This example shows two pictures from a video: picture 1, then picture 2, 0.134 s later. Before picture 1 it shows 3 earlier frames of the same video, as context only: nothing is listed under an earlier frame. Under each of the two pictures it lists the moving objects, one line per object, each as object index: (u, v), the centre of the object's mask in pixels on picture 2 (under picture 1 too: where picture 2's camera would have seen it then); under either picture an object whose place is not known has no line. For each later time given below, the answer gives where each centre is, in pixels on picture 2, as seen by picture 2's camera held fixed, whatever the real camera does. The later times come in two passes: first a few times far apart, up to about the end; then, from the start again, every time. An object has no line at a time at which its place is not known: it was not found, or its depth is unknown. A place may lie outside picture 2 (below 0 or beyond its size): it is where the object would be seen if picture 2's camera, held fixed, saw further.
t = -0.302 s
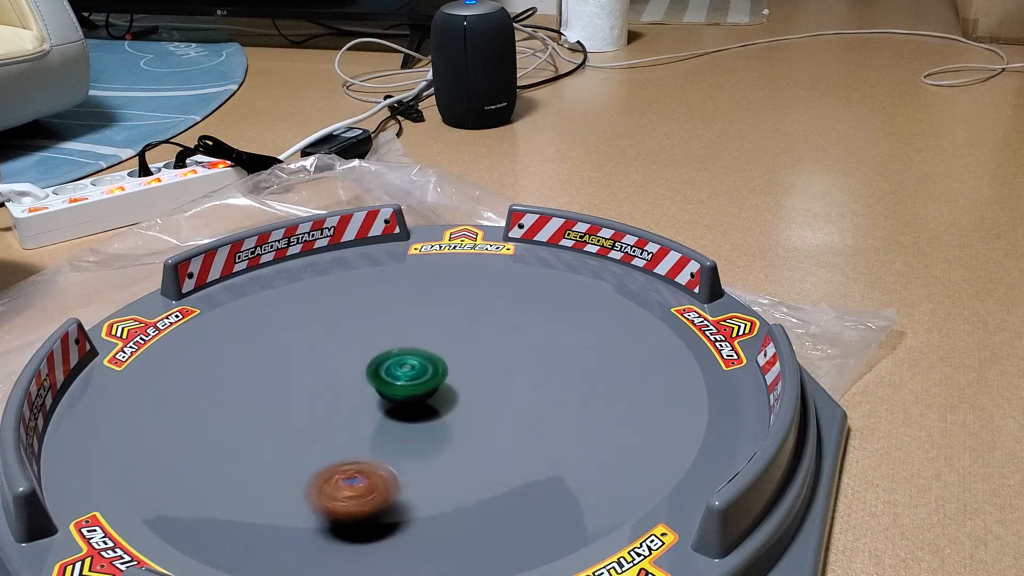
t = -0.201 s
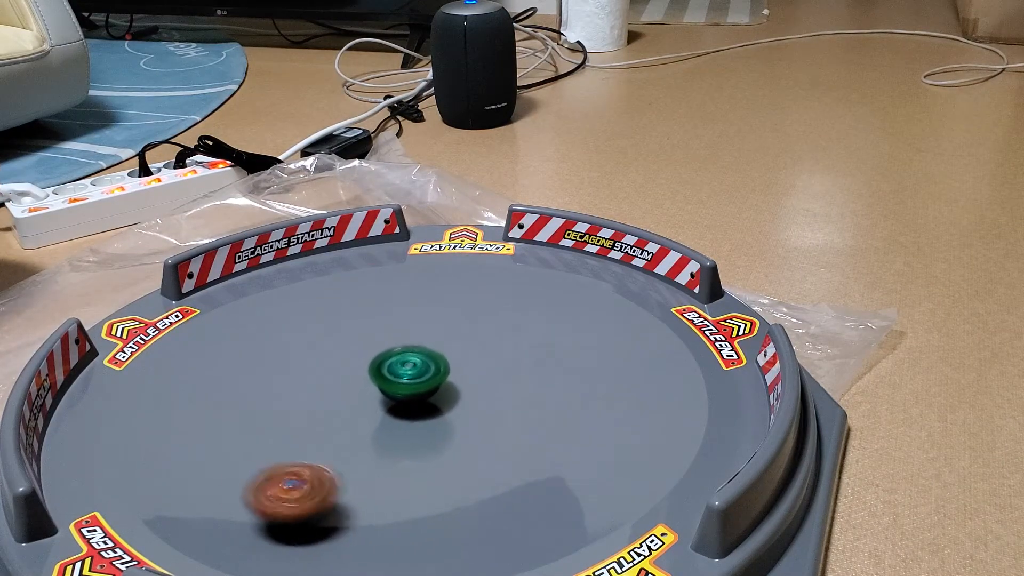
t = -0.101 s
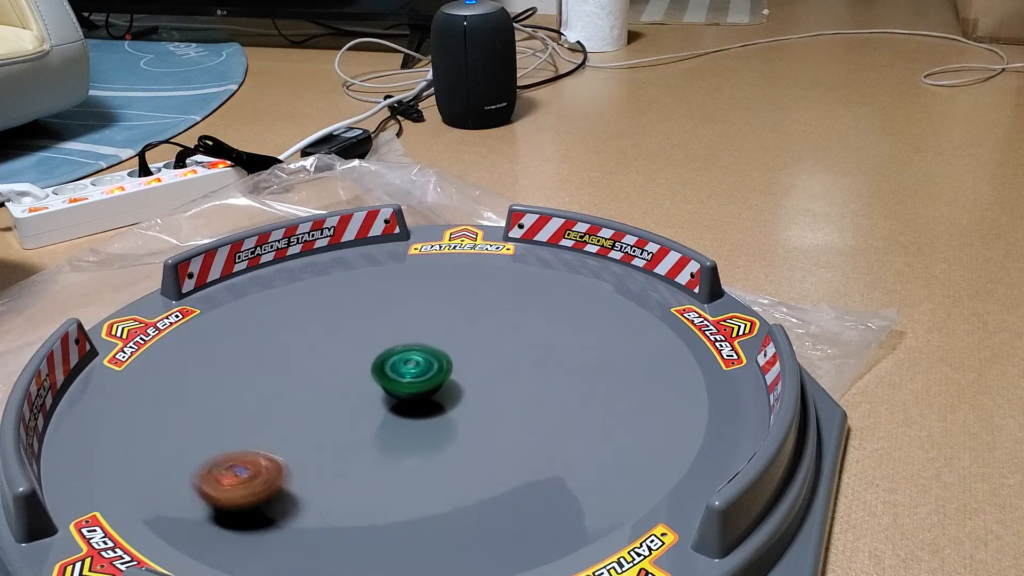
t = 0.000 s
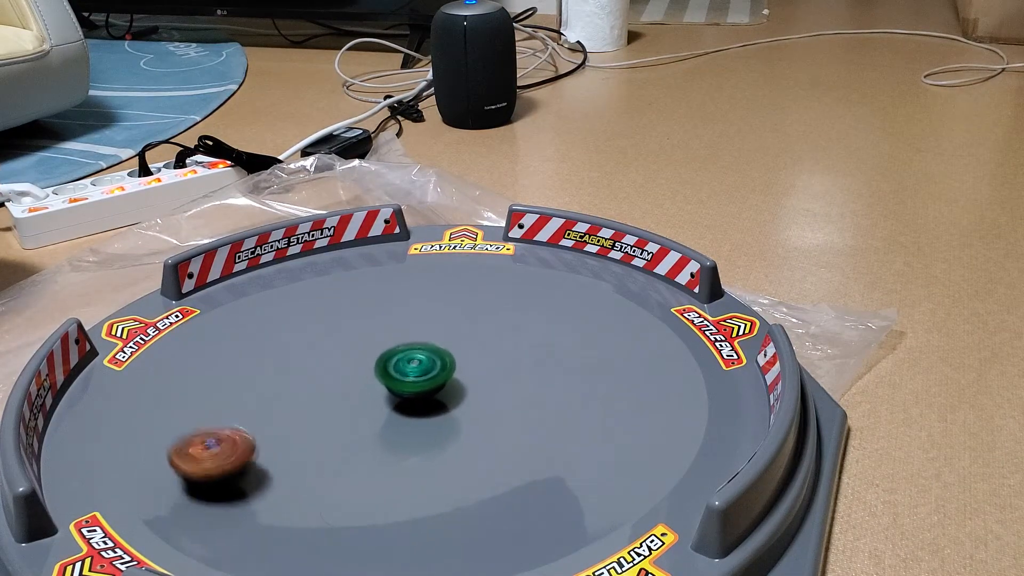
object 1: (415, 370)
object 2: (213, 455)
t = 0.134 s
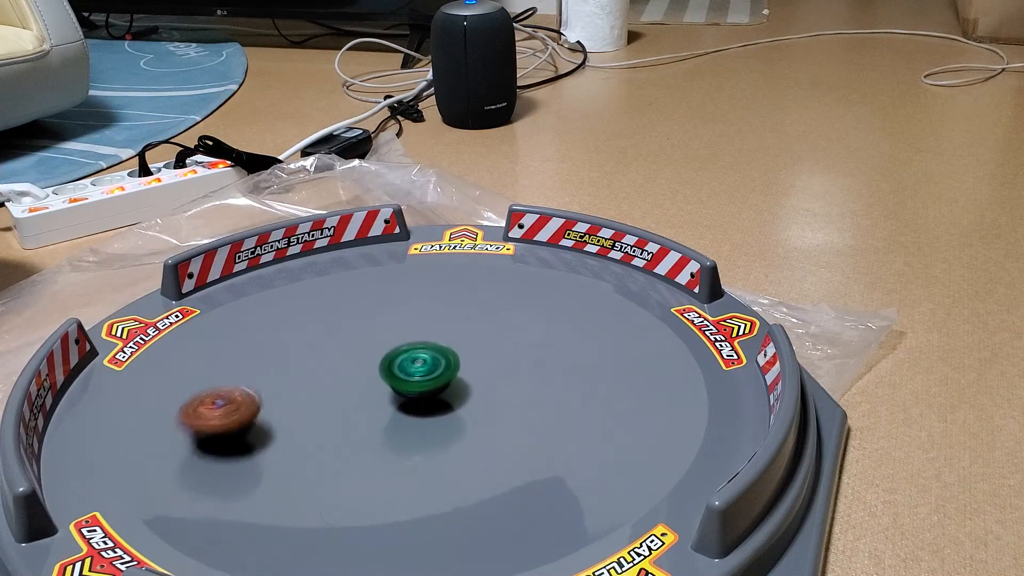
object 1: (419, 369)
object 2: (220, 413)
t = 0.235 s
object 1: (423, 369)
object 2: (252, 385)
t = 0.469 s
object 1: (430, 372)
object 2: (356, 339)
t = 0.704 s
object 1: (431, 377)
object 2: (462, 315)
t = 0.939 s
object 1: (427, 384)
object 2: (560, 311)
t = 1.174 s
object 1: (419, 387)
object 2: (627, 345)
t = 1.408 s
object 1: (409, 386)
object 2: (581, 409)
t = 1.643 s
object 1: (404, 382)
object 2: (450, 437)
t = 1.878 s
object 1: (406, 377)
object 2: (329, 426)
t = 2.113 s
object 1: (412, 374)
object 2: (248, 388)
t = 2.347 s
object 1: (420, 374)
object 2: (249, 335)
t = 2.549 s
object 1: (427, 376)
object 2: (327, 308)
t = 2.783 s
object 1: (432, 382)
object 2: (431, 319)
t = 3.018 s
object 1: (430, 387)
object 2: (507, 356)
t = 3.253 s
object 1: (425, 390)
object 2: (555, 404)
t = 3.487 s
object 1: (418, 389)
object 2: (545, 461)
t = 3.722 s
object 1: (415, 386)
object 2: (434, 489)
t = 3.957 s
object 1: (417, 382)
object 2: (357, 440)
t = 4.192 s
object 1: (440, 374)
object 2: (327, 384)
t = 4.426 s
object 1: (457, 372)
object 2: (330, 331)
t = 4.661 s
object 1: (466, 378)
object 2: (398, 296)
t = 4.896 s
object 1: (461, 386)
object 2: (479, 313)
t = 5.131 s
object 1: (437, 392)
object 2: (511, 361)
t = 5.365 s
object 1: (406, 394)
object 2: (525, 405)
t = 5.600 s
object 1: (396, 382)
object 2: (455, 437)
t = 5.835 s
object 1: (406, 366)
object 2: (373, 415)
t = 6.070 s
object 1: (454, 336)
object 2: (286, 421)
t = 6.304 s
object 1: (484, 338)
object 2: (254, 395)
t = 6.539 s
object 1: (495, 356)
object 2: (310, 371)
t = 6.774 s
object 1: (477, 376)
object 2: (398, 372)
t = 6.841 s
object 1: (498, 383)
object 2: (389, 372)
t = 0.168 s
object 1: (421, 369)
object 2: (229, 402)
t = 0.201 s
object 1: (422, 369)
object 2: (240, 393)
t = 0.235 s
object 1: (423, 369)
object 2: (252, 385)
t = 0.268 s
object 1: (424, 369)
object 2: (265, 377)
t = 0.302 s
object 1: (425, 370)
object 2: (279, 368)
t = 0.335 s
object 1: (426, 370)
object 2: (295, 361)
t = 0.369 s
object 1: (427, 370)
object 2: (309, 355)
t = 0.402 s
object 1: (428, 371)
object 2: (325, 349)
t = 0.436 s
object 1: (429, 371)
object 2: (340, 344)
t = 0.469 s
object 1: (430, 372)
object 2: (356, 339)
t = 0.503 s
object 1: (431, 373)
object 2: (372, 333)
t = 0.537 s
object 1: (431, 374)
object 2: (387, 329)
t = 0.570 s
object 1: (431, 374)
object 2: (402, 325)
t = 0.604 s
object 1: (431, 375)
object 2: (417, 322)
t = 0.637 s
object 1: (431, 376)
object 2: (432, 319)
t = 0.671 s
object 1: (432, 376)
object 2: (447, 316)
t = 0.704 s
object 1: (431, 377)
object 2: (462, 315)
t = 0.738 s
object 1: (431, 379)
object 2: (477, 314)
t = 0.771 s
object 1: (431, 379)
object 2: (490, 312)
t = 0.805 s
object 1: (430, 380)
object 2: (505, 311)
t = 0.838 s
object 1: (430, 381)
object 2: (519, 310)
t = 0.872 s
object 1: (429, 382)
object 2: (534, 310)
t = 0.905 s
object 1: (428, 383)
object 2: (547, 310)
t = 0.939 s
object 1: (427, 384)
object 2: (560, 311)
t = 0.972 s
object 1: (426, 385)
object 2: (573, 314)
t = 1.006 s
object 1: (425, 385)
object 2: (585, 316)
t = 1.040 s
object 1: (424, 386)
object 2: (597, 320)
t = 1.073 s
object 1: (423, 386)
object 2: (606, 324)
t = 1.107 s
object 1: (421, 386)
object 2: (615, 331)
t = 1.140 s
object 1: (420, 387)
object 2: (621, 337)
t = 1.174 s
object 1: (419, 387)
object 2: (627, 345)
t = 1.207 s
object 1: (417, 387)
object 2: (628, 354)
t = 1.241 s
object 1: (416, 387)
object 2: (628, 363)
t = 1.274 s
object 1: (415, 387)
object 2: (624, 373)
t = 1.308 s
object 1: (413, 387)
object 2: (617, 382)
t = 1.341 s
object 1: (412, 387)
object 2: (608, 393)
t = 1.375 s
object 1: (410, 387)
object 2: (595, 402)
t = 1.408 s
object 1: (409, 386)
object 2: (581, 409)
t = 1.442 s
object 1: (408, 386)
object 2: (564, 416)
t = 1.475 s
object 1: (407, 386)
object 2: (548, 422)
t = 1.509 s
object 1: (406, 385)
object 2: (528, 427)
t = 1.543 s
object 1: (405, 384)
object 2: (510, 432)
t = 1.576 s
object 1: (405, 384)
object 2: (490, 434)
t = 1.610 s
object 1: (404, 383)
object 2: (471, 436)
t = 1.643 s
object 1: (404, 382)
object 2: (450, 437)
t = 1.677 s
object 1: (403, 381)
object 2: (431, 437)
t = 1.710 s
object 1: (404, 380)
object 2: (414, 437)
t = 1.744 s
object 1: (404, 379)
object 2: (396, 437)
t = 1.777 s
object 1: (404, 378)
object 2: (378, 435)
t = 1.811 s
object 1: (405, 378)
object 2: (360, 433)
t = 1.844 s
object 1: (405, 377)
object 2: (345, 429)
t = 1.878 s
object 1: (406, 377)
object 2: (329, 426)
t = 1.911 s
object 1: (407, 376)
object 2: (315, 422)
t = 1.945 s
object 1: (407, 376)
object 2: (301, 418)
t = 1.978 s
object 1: (408, 376)
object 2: (289, 413)
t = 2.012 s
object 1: (409, 375)
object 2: (276, 407)
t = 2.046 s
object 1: (410, 375)
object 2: (266, 402)
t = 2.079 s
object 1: (411, 374)
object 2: (256, 396)
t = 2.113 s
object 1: (412, 374)
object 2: (248, 388)
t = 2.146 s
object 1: (413, 374)
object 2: (242, 381)
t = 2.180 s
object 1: (415, 374)
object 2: (238, 373)
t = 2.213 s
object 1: (416, 374)
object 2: (236, 366)
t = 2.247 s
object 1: (417, 374)
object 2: (236, 357)
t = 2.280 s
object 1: (418, 374)
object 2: (238, 350)
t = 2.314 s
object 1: (419, 374)
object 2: (241, 342)
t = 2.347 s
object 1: (420, 374)
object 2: (249, 335)
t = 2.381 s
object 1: (422, 375)
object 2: (258, 327)
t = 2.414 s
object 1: (423, 375)
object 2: (268, 322)
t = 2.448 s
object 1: (424, 375)
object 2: (281, 316)
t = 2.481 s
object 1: (425, 376)
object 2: (295, 312)
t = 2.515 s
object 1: (426, 376)
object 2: (310, 309)
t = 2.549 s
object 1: (427, 376)
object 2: (327, 308)
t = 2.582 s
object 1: (428, 377)
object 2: (343, 307)
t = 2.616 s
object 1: (429, 378)
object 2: (358, 307)
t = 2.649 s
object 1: (430, 379)
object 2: (374, 308)
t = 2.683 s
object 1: (431, 380)
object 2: (390, 310)
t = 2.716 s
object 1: (431, 381)
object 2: (404, 313)
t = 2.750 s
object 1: (431, 381)
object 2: (417, 315)
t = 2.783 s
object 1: (432, 382)
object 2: (431, 319)
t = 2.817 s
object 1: (432, 383)
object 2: (443, 323)
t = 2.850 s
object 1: (432, 384)
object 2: (456, 328)
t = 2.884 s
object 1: (431, 383)
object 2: (467, 333)
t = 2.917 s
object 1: (432, 385)
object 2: (478, 339)
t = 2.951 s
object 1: (431, 386)
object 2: (488, 345)
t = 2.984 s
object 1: (431, 386)
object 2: (498, 350)
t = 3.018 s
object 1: (430, 387)
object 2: (507, 356)
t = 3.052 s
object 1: (430, 387)
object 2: (516, 362)
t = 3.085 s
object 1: (429, 388)
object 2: (524, 368)
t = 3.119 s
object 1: (428, 389)
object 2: (531, 376)
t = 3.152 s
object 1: (427, 389)
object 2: (538, 382)
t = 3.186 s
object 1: (426, 389)
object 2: (545, 389)
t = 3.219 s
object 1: (426, 389)
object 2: (550, 396)
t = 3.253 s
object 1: (425, 390)
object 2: (555, 404)
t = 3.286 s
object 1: (424, 390)
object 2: (558, 410)
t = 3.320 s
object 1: (423, 390)
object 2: (561, 418)
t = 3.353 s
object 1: (422, 390)
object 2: (562, 427)
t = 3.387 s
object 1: (421, 390)
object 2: (561, 435)
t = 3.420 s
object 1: (420, 390)
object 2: (558, 444)
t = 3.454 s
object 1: (419, 389)
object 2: (553, 453)
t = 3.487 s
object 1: (418, 389)
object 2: (545, 461)
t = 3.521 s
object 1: (418, 389)
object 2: (535, 469)
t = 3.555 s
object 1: (417, 389)
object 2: (524, 475)
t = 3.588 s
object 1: (416, 388)
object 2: (507, 482)
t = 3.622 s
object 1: (416, 388)
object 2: (491, 486)
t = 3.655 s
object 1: (416, 387)
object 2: (471, 490)
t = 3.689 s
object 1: (415, 387)
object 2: (452, 490)
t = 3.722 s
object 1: (415, 386)
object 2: (434, 489)
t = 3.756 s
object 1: (415, 386)
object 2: (415, 486)
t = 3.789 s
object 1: (415, 385)
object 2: (401, 482)
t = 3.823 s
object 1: (416, 385)
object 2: (387, 475)
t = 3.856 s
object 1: (416, 384)
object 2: (377, 467)
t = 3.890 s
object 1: (416, 384)
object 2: (368, 459)
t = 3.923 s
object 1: (417, 383)
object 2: (362, 449)
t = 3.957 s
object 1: (417, 382)
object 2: (357, 440)
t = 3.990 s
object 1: (418, 382)
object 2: (354, 431)
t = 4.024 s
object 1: (419, 381)
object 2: (351, 422)
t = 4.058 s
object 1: (420, 381)
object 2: (350, 413)
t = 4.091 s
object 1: (426, 378)
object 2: (344, 406)
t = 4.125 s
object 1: (433, 376)
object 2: (337, 399)
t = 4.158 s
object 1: (437, 375)
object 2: (332, 392)
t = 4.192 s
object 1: (440, 374)
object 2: (327, 384)
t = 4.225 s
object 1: (443, 373)
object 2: (323, 377)
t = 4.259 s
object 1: (445, 372)
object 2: (321, 369)
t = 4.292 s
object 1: (448, 372)
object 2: (320, 361)
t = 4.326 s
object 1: (450, 372)
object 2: (320, 353)
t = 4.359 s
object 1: (453, 372)
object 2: (322, 345)
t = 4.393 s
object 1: (455, 372)
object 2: (325, 338)
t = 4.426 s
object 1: (457, 372)
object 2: (330, 331)
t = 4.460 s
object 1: (459, 373)
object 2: (336, 324)
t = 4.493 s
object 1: (461, 373)
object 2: (344, 318)
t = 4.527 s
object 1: (462, 374)
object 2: (352, 312)
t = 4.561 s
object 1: (463, 375)
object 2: (362, 306)
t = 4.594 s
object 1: (464, 376)
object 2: (373, 302)
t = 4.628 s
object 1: (465, 377)
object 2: (385, 298)
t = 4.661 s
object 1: (466, 378)
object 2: (398, 296)
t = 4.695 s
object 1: (466, 379)
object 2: (411, 296)
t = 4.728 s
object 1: (466, 380)
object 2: (424, 296)
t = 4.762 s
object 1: (466, 381)
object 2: (436, 298)
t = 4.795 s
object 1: (465, 382)
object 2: (449, 300)
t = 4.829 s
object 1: (464, 384)
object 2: (459, 303)
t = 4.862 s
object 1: (463, 385)
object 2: (470, 308)
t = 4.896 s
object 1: (461, 386)
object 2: (479, 313)
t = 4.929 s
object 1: (459, 386)
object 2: (486, 320)
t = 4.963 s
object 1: (457, 387)
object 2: (492, 326)
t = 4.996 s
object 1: (455, 388)
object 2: (496, 333)
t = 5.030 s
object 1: (453, 388)
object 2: (500, 341)
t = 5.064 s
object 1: (450, 388)
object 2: (502, 348)
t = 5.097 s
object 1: (447, 389)
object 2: (504, 355)
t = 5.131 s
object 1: (437, 392)
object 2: (511, 361)
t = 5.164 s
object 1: (430, 394)
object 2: (518, 366)
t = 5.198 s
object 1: (423, 396)
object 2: (523, 371)
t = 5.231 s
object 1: (419, 396)
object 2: (527, 377)
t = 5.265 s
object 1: (415, 396)
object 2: (529, 384)
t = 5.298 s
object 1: (412, 396)
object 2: (531, 391)
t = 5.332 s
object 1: (409, 395)
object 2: (529, 398)
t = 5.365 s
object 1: (406, 394)
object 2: (525, 405)
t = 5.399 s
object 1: (403, 393)
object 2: (520, 412)
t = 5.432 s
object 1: (401, 391)
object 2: (512, 419)
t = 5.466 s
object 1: (399, 389)
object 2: (503, 424)
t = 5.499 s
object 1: (398, 387)
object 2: (492, 429)
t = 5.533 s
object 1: (397, 385)
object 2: (480, 433)
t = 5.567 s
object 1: (396, 383)
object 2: (467, 436)
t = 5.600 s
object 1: (396, 382)
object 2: (455, 437)
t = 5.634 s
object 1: (396, 379)
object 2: (440, 438)
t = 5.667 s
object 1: (397, 377)
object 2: (427, 437)
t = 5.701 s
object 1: (398, 376)
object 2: (415, 435)
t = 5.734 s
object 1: (400, 373)
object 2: (401, 431)
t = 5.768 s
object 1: (402, 371)
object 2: (390, 427)
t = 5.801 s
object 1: (404, 368)
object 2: (381, 421)
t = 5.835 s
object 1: (406, 366)
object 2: (373, 415)
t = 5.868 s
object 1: (413, 363)
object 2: (362, 413)
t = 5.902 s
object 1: (422, 354)
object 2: (349, 416)
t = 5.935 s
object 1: (431, 347)
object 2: (335, 418)
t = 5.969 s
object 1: (437, 343)
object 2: (323, 419)
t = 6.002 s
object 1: (444, 339)
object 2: (311, 421)
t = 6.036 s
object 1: (449, 337)
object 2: (299, 421)
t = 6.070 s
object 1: (454, 336)
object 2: (286, 421)
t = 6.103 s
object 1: (459, 336)
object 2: (275, 419)
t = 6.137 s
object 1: (463, 335)
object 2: (267, 416)
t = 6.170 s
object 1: (468, 335)
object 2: (260, 413)
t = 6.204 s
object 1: (472, 335)
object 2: (255, 409)
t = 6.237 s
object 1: (476, 336)
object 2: (253, 404)
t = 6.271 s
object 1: (480, 337)
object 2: (253, 400)
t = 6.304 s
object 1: (484, 338)
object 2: (254, 395)
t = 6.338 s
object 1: (487, 340)
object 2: (259, 390)
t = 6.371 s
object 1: (490, 343)
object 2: (264, 386)
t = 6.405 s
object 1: (492, 345)
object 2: (271, 382)
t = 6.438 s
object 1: (494, 348)
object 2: (279, 379)
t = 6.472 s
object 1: (495, 350)
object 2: (289, 376)
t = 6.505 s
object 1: (495, 353)
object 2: (300, 374)
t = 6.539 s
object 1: (495, 356)
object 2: (310, 371)
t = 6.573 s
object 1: (493, 359)
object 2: (324, 369)
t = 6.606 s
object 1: (492, 362)
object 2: (336, 368)
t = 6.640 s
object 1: (490, 365)
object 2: (350, 368)
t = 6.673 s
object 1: (487, 368)
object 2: (363, 368)
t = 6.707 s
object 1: (483, 370)
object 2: (376, 369)
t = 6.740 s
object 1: (478, 373)
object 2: (389, 370)
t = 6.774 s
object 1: (477, 376)
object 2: (398, 372)
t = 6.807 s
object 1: (487, 380)
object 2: (394, 372)
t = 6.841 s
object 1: (498, 383)
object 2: (389, 372)
